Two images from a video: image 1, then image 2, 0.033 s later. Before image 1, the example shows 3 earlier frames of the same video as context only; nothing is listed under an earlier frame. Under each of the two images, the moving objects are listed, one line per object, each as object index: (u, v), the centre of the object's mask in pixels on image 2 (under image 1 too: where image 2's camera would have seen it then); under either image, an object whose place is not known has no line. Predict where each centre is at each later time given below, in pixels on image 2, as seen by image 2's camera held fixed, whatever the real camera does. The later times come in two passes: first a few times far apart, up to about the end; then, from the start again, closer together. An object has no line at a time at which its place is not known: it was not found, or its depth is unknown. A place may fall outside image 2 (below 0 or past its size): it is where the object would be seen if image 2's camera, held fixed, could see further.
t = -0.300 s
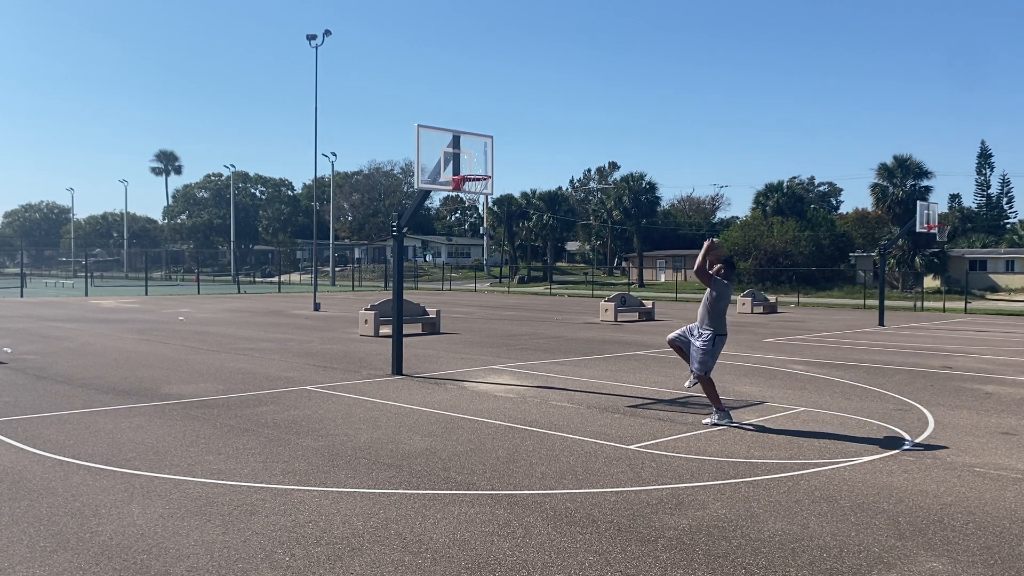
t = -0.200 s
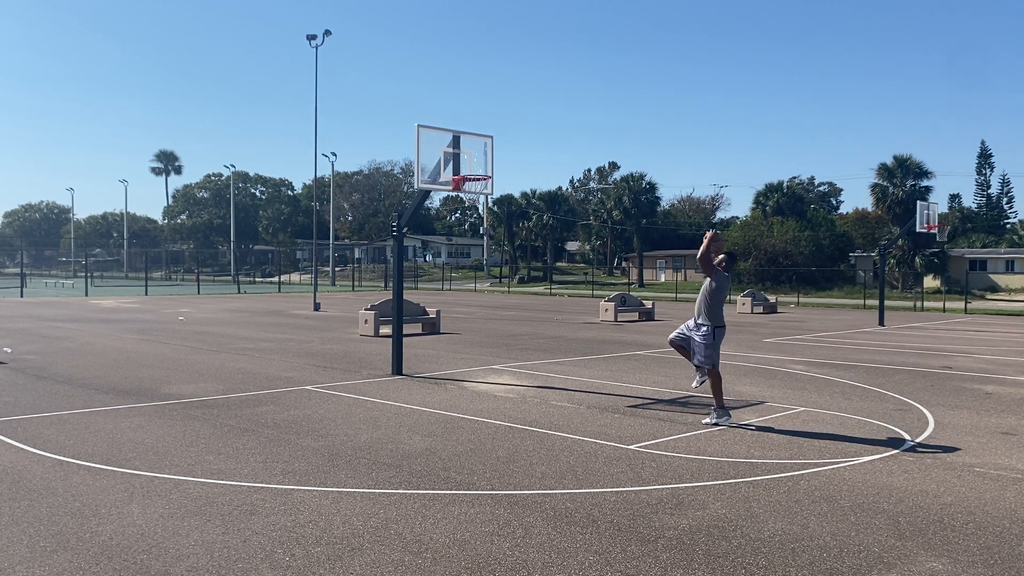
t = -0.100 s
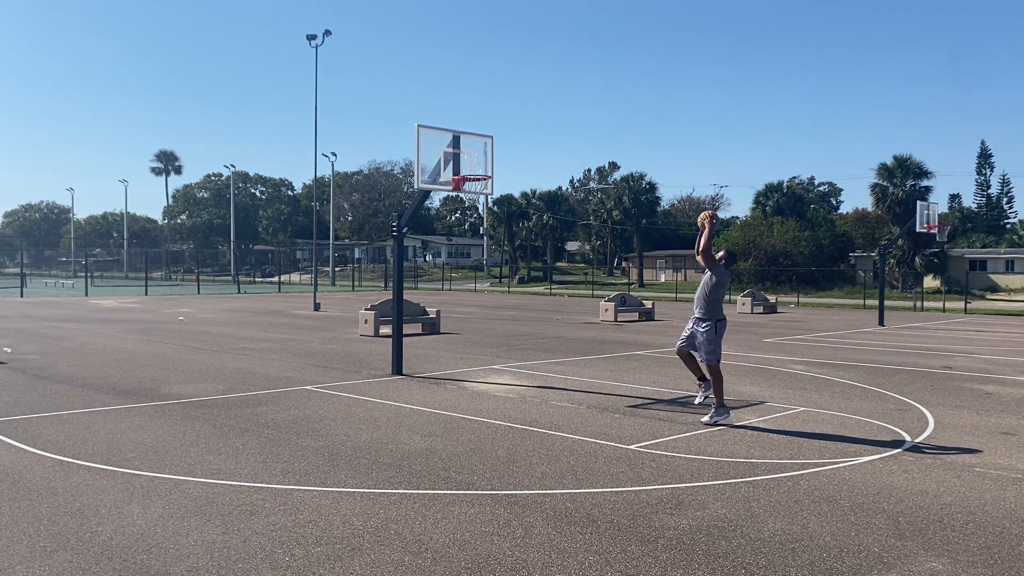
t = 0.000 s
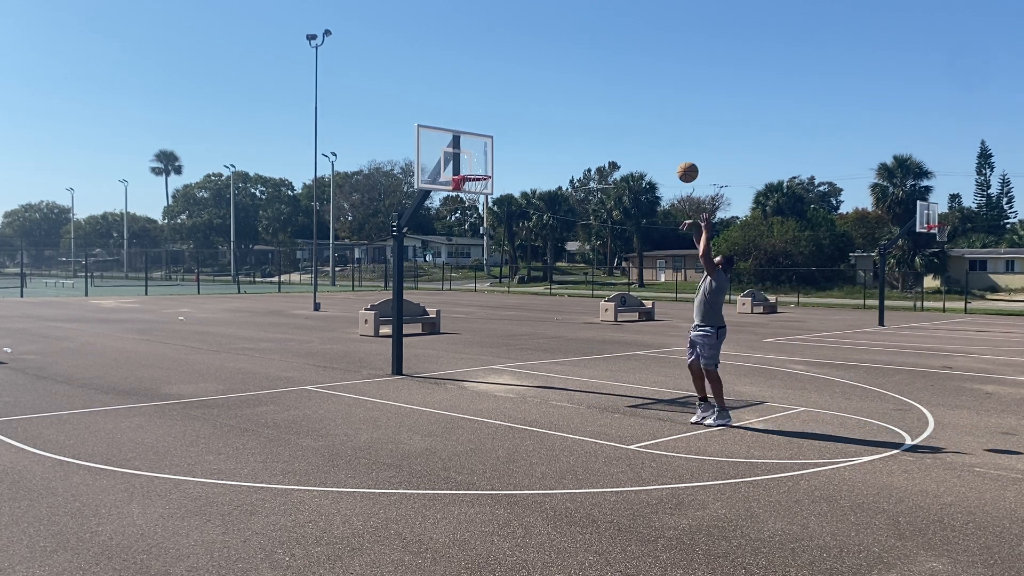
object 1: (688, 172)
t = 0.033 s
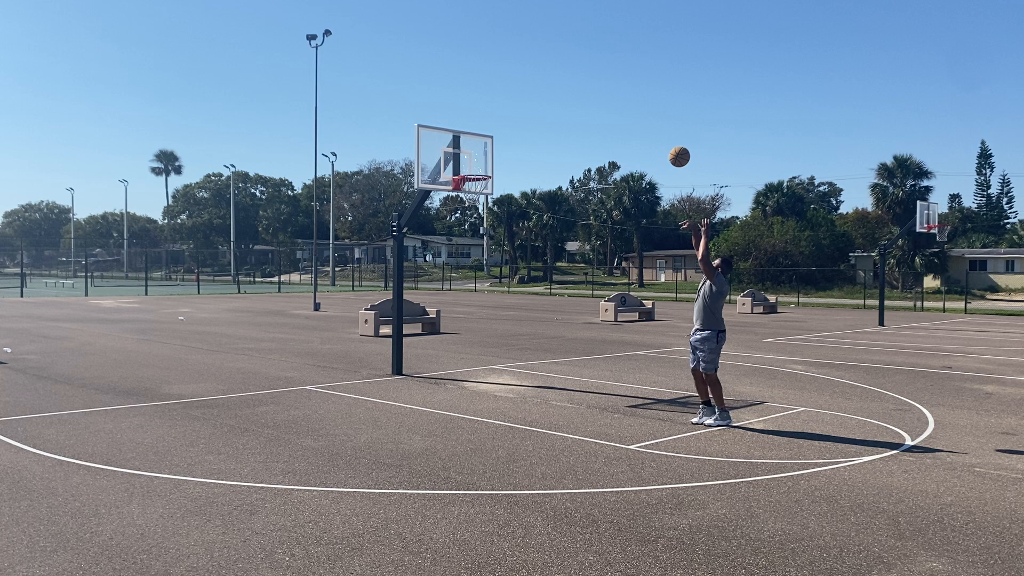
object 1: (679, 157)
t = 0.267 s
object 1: (625, 79)
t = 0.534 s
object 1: (568, 49)
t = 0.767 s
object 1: (524, 69)
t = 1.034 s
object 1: (479, 134)
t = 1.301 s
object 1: (465, 133)
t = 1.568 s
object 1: (473, 112)
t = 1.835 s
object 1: (481, 138)
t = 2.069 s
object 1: (469, 179)
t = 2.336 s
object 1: (487, 186)
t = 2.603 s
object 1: (474, 200)
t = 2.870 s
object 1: (458, 243)
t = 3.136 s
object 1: (443, 331)
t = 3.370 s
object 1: (429, 332)
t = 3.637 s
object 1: (416, 277)
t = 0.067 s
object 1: (671, 142)
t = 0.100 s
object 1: (663, 129)
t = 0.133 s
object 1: (655, 117)
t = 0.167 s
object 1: (647, 105)
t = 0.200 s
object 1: (639, 95)
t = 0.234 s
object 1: (632, 86)
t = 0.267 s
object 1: (625, 79)
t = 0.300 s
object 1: (617, 72)
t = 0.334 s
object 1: (610, 66)
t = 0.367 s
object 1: (603, 61)
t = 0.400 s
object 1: (596, 57)
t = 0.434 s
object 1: (589, 54)
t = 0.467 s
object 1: (582, 51)
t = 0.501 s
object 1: (575, 50)
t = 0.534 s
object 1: (568, 49)
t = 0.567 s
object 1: (562, 50)
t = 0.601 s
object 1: (555, 51)
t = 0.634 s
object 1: (549, 53)
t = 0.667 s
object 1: (543, 56)
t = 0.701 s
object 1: (536, 60)
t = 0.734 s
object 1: (530, 64)
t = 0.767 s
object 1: (524, 69)
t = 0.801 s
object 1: (518, 75)
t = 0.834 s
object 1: (512, 82)
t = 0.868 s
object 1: (507, 89)
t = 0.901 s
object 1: (501, 97)
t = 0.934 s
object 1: (495, 105)
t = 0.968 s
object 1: (490, 114)
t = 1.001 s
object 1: (484, 124)
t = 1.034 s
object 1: (479, 134)
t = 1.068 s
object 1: (473, 146)
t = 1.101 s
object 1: (468, 157)
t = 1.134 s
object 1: (462, 168)
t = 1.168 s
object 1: (462, 162)
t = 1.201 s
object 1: (462, 153)
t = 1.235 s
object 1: (463, 146)
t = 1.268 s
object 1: (464, 139)
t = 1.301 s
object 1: (465, 133)
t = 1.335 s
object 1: (466, 128)
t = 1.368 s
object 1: (467, 123)
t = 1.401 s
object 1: (468, 120)
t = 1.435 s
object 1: (469, 117)
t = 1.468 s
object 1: (470, 114)
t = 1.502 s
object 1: (471, 113)
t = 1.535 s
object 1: (472, 112)
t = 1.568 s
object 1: (473, 112)
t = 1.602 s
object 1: (474, 113)
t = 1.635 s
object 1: (475, 114)
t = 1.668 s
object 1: (476, 116)
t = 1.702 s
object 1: (477, 119)
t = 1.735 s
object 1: (478, 123)
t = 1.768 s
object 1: (479, 127)
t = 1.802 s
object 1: (480, 133)
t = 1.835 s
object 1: (481, 138)
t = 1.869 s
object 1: (482, 145)
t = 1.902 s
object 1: (483, 153)
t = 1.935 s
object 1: (484, 161)
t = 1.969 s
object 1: (485, 169)
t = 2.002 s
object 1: (480, 171)
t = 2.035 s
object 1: (474, 175)
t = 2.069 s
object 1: (469, 179)
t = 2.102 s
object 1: (471, 180)
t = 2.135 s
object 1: (475, 182)
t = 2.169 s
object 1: (480, 184)
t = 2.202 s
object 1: (484, 186)
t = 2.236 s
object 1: (486, 187)
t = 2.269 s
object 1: (488, 186)
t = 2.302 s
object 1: (488, 185)
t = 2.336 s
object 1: (487, 186)
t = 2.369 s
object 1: (487, 187)
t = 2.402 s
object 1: (486, 188)
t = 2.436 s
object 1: (485, 189)
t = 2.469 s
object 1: (482, 192)
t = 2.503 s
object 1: (480, 194)
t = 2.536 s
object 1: (479, 196)
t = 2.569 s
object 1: (477, 198)
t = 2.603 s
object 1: (474, 200)
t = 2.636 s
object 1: (473, 203)
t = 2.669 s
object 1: (470, 206)
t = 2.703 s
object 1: (469, 212)
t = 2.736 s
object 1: (466, 216)
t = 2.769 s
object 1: (465, 223)
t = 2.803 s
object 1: (462, 229)
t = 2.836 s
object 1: (461, 236)
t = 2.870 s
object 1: (458, 243)
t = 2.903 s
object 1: (456, 252)
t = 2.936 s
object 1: (454, 262)
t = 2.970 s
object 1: (453, 272)
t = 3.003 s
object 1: (451, 282)
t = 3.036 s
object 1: (449, 294)
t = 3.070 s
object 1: (447, 305)
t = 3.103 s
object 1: (445, 318)
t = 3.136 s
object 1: (443, 331)
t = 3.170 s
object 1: (441, 345)
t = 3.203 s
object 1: (439, 359)
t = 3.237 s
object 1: (436, 374)
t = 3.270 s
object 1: (435, 365)
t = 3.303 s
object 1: (433, 354)
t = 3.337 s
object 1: (431, 343)
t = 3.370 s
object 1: (429, 332)
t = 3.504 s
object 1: (423, 299)
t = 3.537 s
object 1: (422, 292)
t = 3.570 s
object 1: (420, 286)
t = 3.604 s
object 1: (418, 281)
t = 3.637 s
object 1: (416, 277)
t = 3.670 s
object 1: (413, 273)
